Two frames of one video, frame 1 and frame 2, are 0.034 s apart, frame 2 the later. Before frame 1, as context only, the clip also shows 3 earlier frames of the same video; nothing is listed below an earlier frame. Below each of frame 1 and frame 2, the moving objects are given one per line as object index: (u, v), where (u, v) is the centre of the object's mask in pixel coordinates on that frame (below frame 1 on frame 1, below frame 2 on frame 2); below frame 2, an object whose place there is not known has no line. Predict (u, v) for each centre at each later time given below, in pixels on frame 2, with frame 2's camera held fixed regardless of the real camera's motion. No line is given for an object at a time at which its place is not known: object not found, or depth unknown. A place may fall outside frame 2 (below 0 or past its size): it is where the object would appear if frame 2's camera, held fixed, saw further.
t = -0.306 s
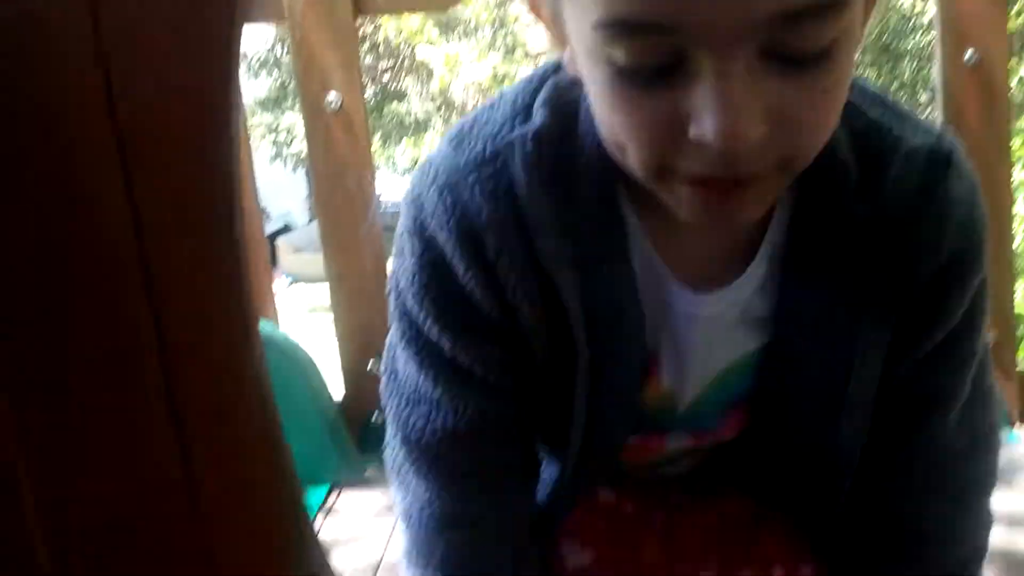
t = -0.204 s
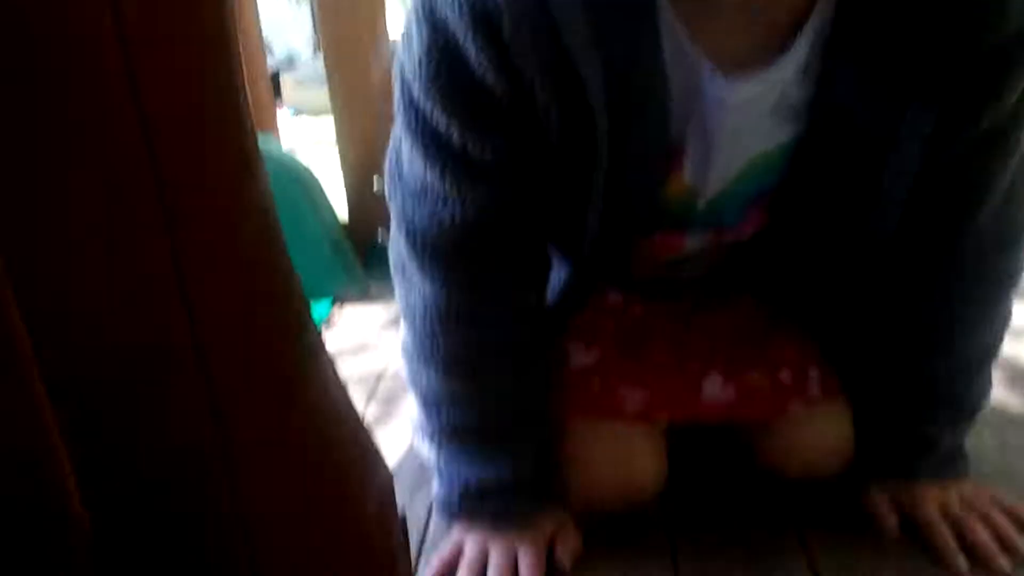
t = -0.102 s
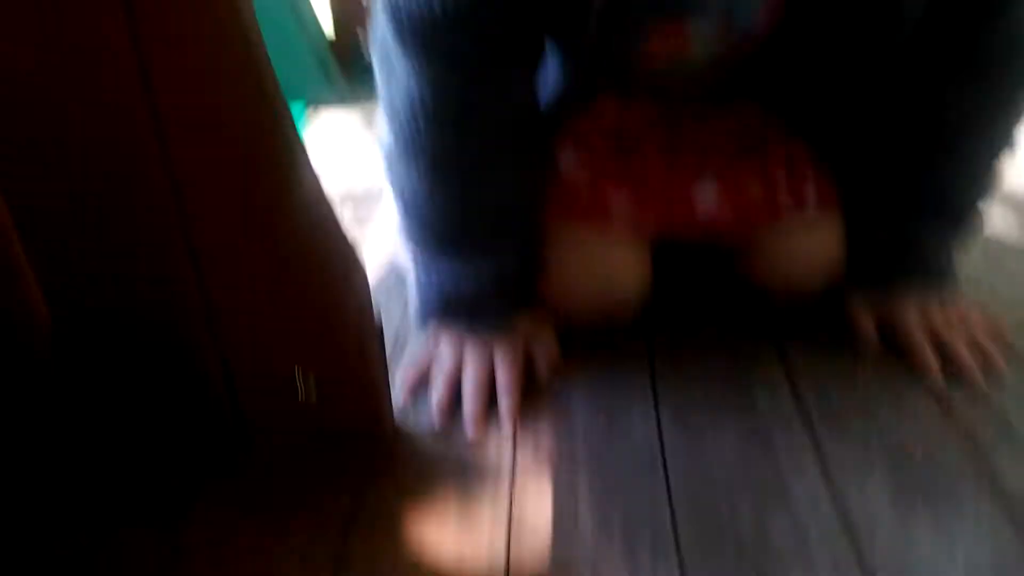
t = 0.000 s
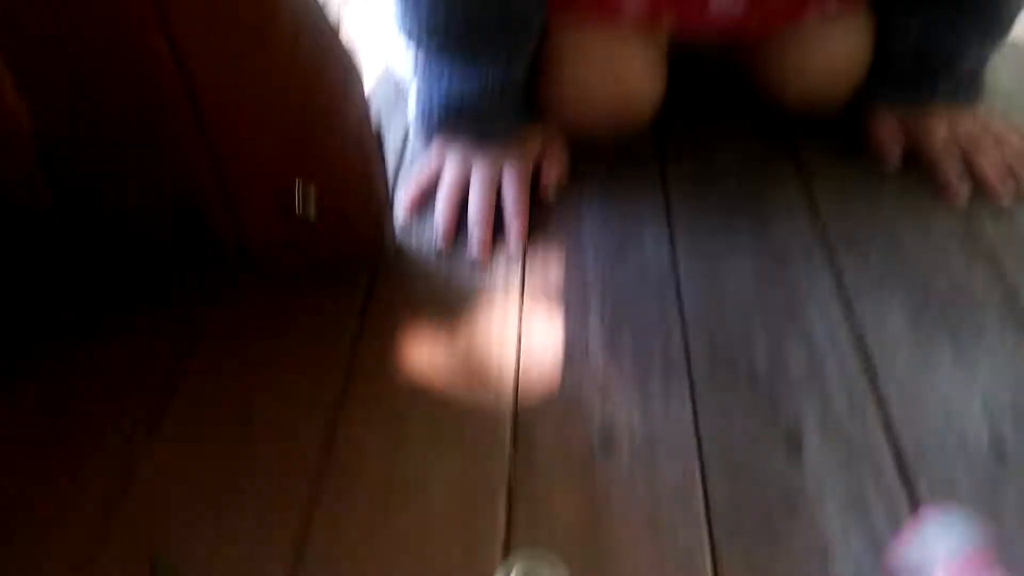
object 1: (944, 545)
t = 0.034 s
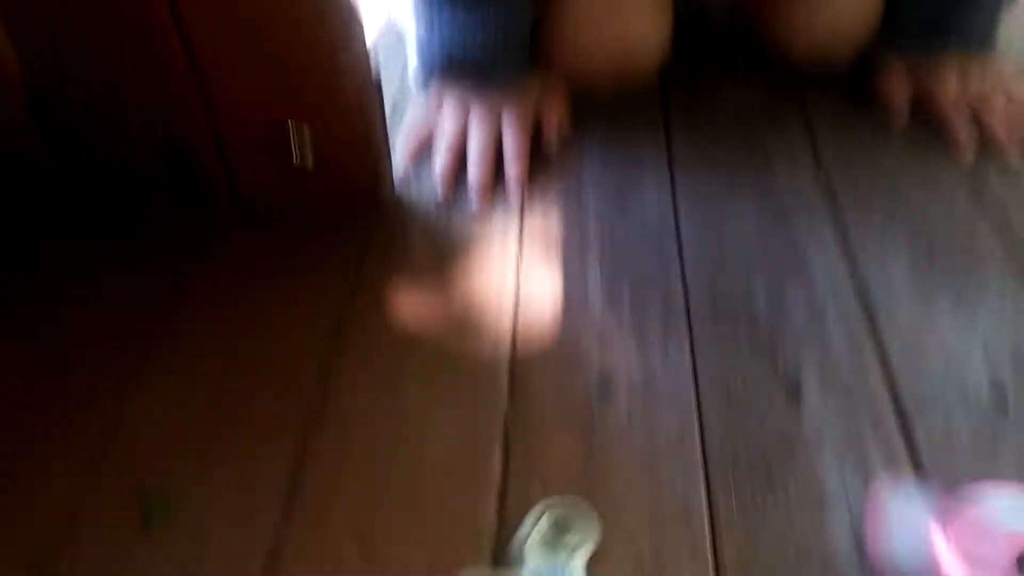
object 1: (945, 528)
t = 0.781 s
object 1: (970, 554)
